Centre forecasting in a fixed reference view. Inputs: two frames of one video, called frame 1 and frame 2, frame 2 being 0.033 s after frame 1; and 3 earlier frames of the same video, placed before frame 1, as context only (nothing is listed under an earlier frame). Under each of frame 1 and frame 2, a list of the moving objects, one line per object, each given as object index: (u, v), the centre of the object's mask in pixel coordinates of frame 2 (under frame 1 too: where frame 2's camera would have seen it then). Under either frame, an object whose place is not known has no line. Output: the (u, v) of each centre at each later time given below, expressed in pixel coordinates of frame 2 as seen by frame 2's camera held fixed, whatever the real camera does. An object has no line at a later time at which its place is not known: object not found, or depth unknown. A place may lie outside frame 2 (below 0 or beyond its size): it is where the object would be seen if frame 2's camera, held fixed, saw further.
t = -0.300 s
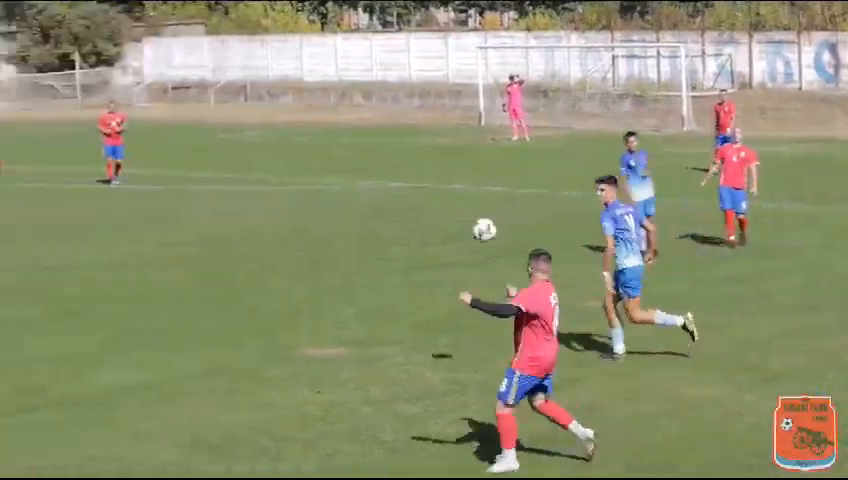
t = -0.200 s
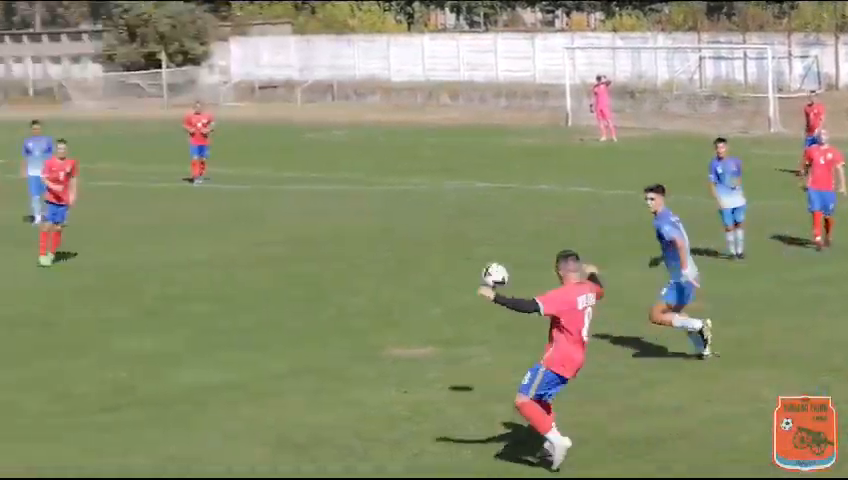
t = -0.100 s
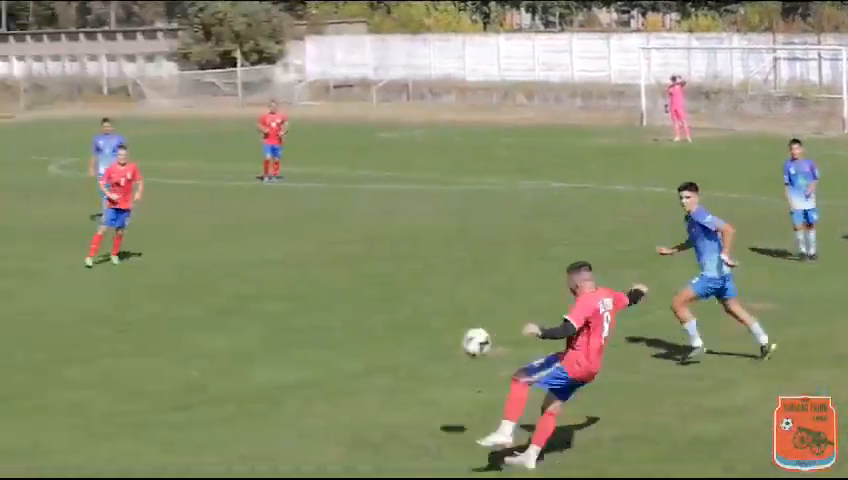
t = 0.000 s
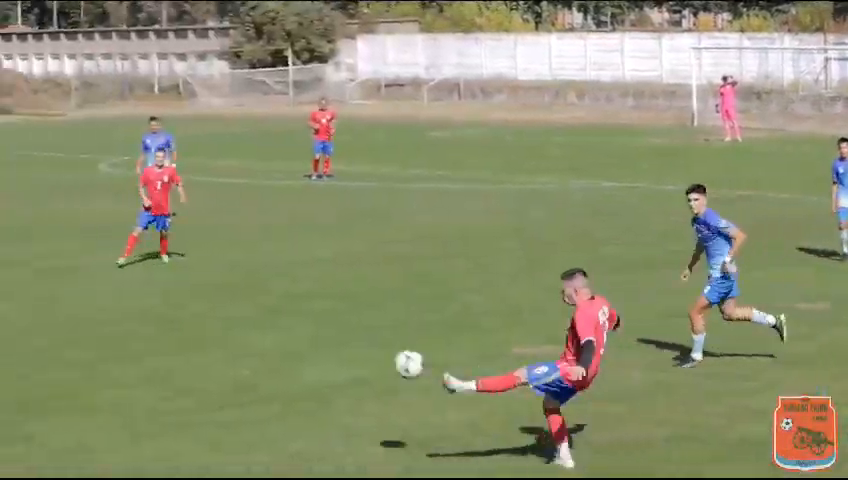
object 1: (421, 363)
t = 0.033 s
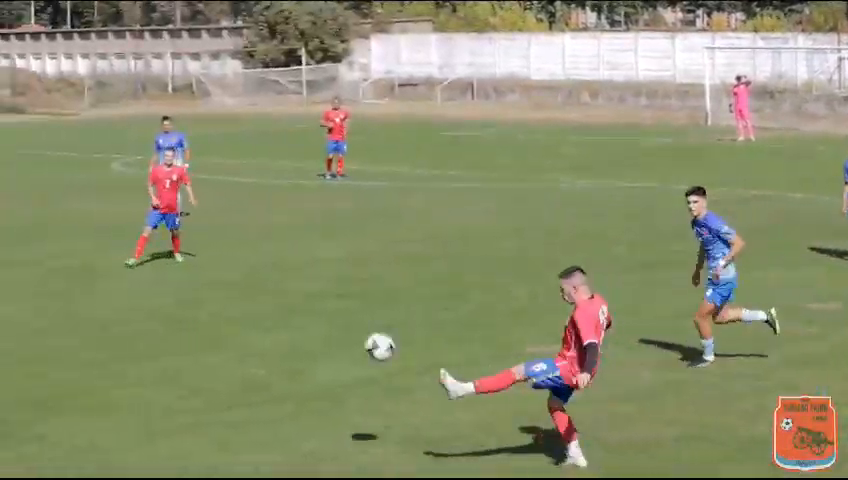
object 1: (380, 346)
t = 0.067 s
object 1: (336, 332)
